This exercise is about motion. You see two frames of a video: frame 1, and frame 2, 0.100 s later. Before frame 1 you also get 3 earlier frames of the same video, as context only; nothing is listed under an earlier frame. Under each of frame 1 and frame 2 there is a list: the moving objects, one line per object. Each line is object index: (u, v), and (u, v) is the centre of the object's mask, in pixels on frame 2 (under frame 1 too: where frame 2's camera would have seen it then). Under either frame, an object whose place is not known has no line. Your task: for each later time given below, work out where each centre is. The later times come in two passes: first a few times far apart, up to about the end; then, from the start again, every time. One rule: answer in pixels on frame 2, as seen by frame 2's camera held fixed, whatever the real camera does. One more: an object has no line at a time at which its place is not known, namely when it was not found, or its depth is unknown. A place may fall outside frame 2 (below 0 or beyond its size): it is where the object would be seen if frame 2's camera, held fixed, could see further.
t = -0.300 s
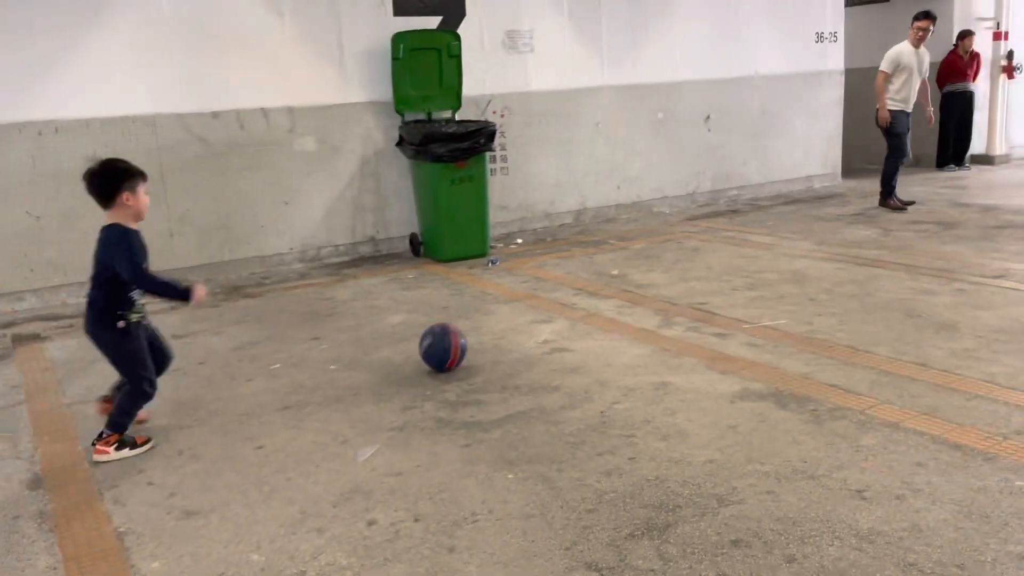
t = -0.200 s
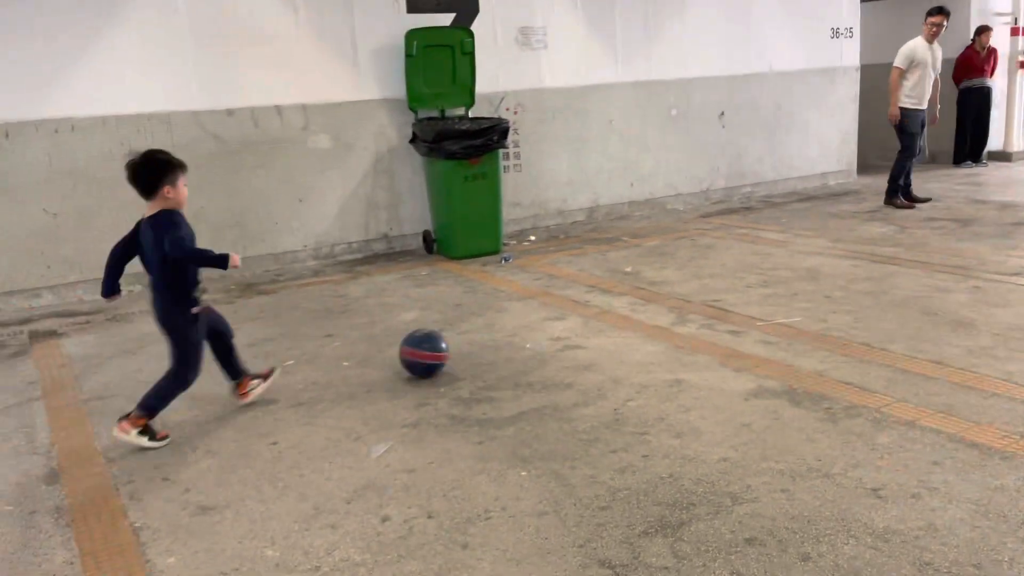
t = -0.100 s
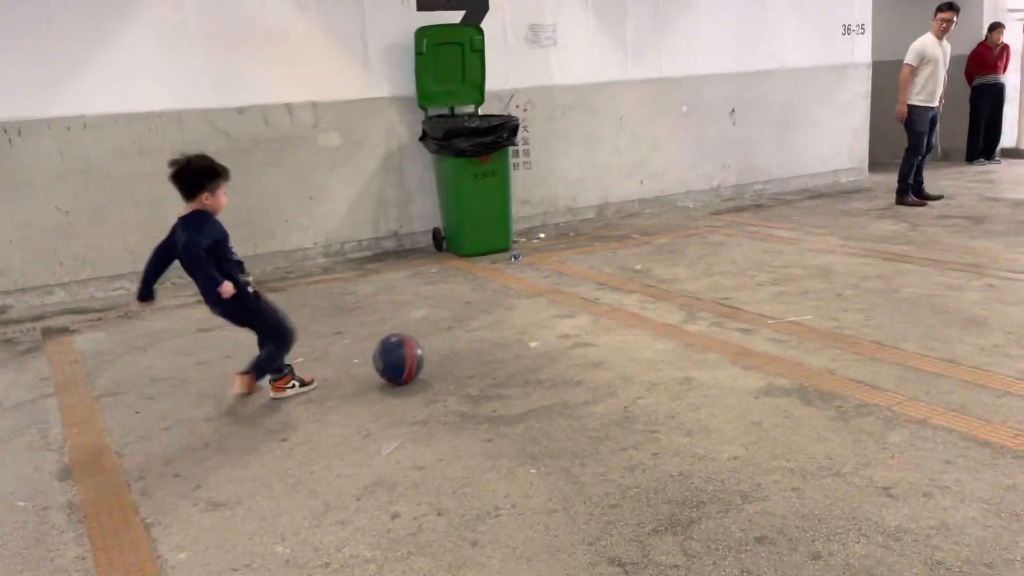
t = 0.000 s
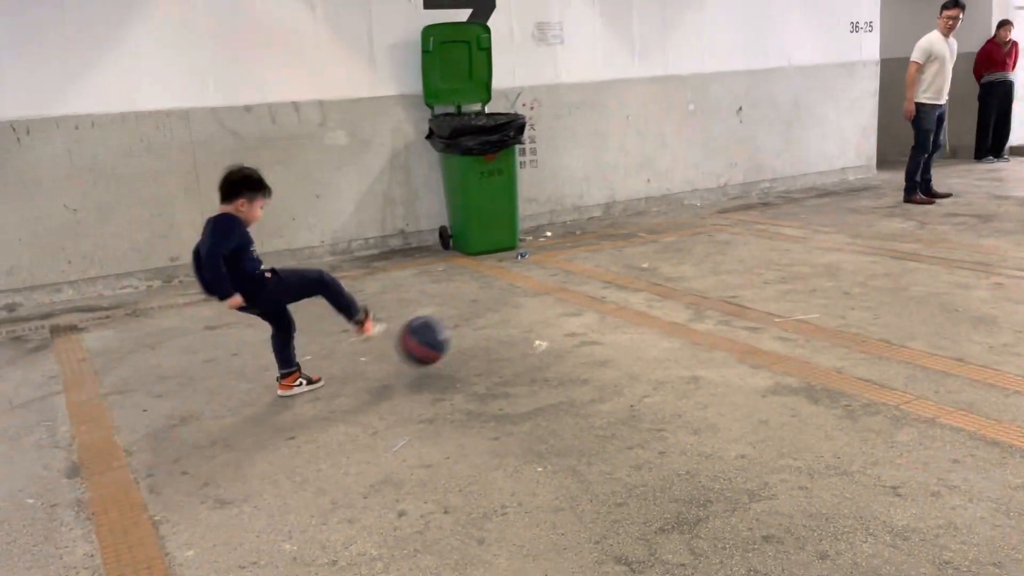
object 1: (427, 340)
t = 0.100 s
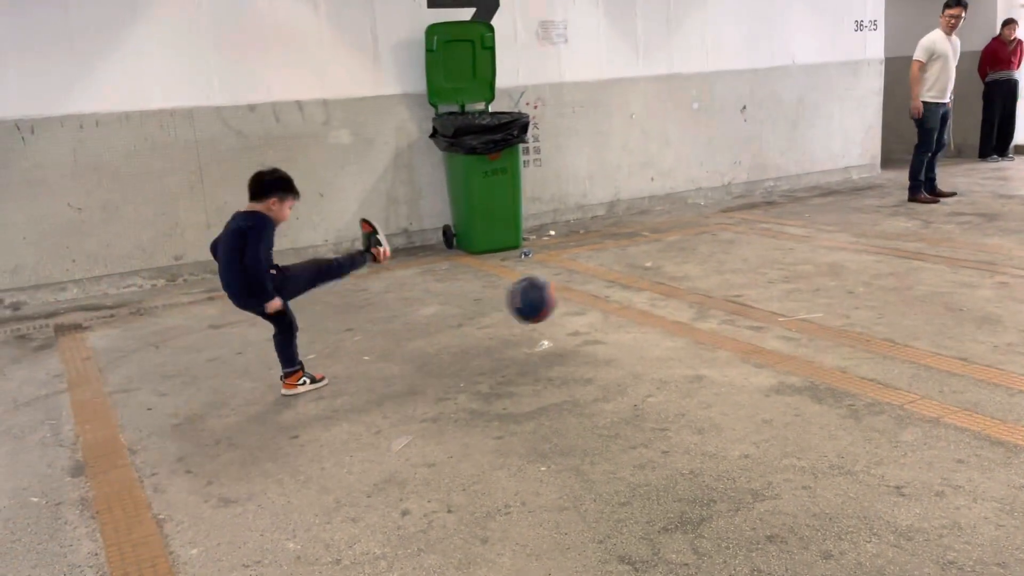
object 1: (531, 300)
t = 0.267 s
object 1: (686, 284)
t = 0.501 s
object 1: (827, 256)
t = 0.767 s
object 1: (935, 241)
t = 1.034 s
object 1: (1017, 229)
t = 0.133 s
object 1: (565, 292)
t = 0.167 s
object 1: (597, 286)
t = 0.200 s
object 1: (627, 283)
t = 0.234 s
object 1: (657, 283)
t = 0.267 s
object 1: (686, 284)
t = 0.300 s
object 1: (713, 288)
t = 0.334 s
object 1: (738, 290)
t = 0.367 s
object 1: (757, 279)
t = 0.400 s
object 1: (775, 270)
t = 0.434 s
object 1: (793, 264)
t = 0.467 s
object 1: (809, 259)
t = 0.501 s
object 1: (827, 256)
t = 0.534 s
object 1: (843, 256)
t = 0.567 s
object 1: (859, 257)
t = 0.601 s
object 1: (875, 260)
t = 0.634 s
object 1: (889, 260)
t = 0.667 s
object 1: (901, 252)
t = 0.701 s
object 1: (913, 247)
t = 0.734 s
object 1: (924, 243)
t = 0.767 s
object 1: (935, 241)
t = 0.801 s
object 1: (945, 240)
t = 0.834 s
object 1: (956, 241)
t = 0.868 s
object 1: (967, 245)
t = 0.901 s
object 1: (978, 243)
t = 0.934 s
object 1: (988, 237)
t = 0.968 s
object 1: (998, 232)
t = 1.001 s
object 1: (1008, 230)
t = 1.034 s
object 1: (1017, 229)
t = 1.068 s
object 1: (1027, 230)
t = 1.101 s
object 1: (1037, 233)
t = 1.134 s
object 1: (1046, 228)
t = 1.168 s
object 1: (1055, 224)
